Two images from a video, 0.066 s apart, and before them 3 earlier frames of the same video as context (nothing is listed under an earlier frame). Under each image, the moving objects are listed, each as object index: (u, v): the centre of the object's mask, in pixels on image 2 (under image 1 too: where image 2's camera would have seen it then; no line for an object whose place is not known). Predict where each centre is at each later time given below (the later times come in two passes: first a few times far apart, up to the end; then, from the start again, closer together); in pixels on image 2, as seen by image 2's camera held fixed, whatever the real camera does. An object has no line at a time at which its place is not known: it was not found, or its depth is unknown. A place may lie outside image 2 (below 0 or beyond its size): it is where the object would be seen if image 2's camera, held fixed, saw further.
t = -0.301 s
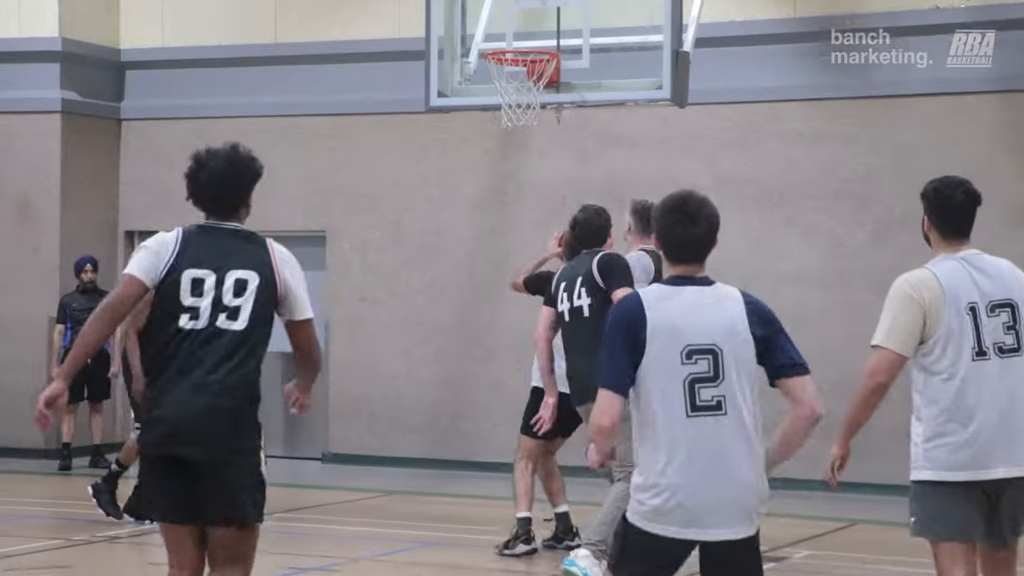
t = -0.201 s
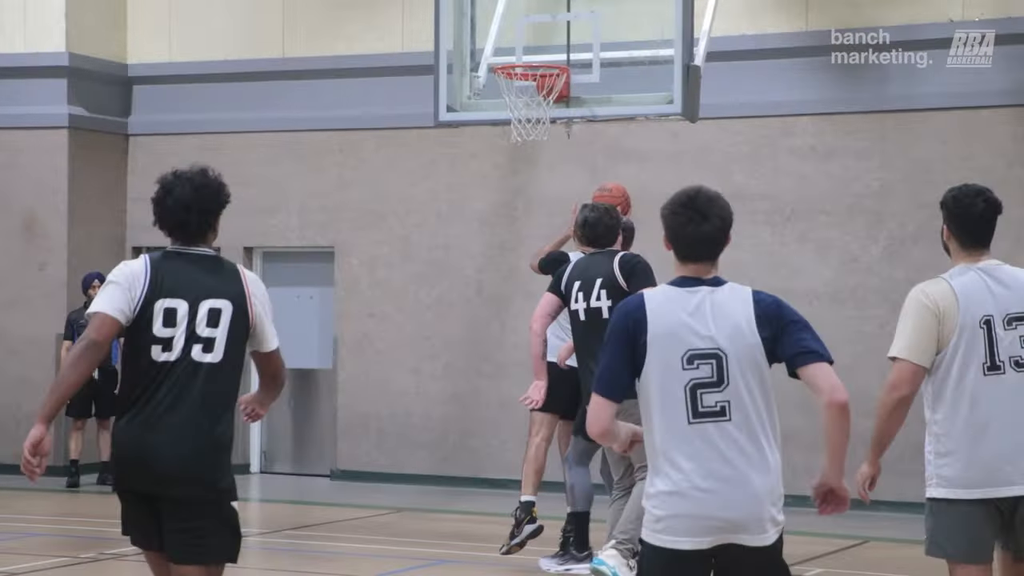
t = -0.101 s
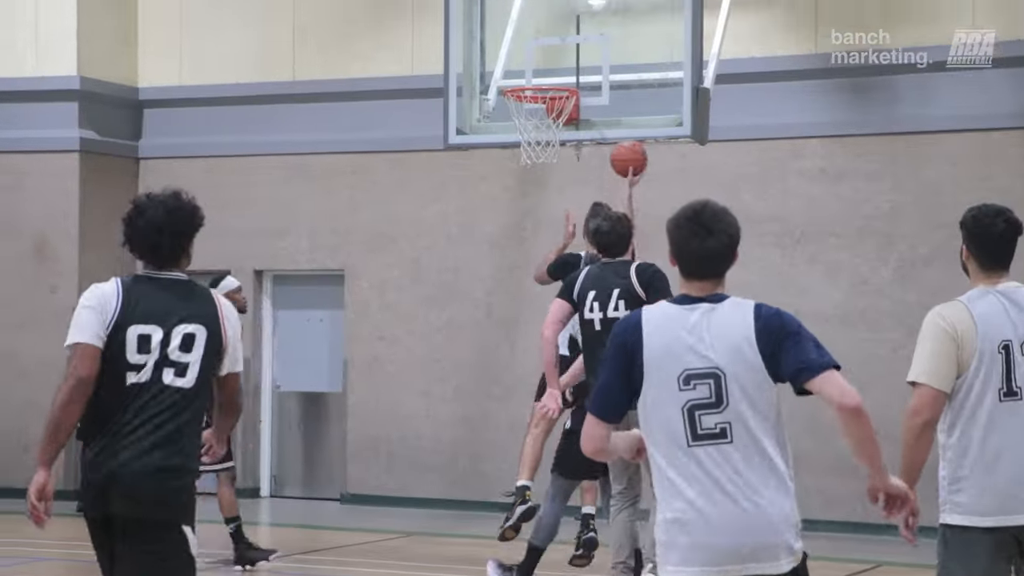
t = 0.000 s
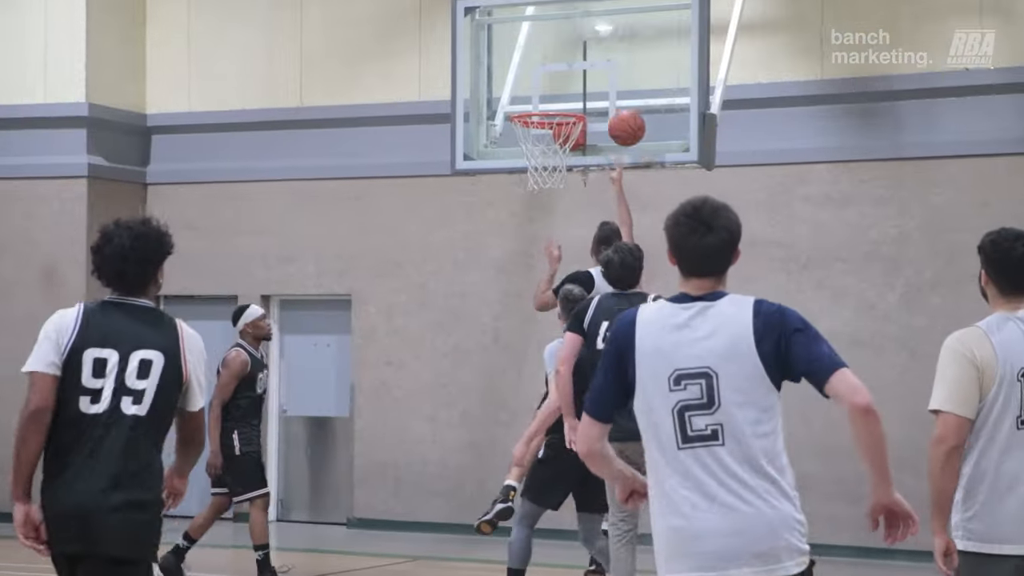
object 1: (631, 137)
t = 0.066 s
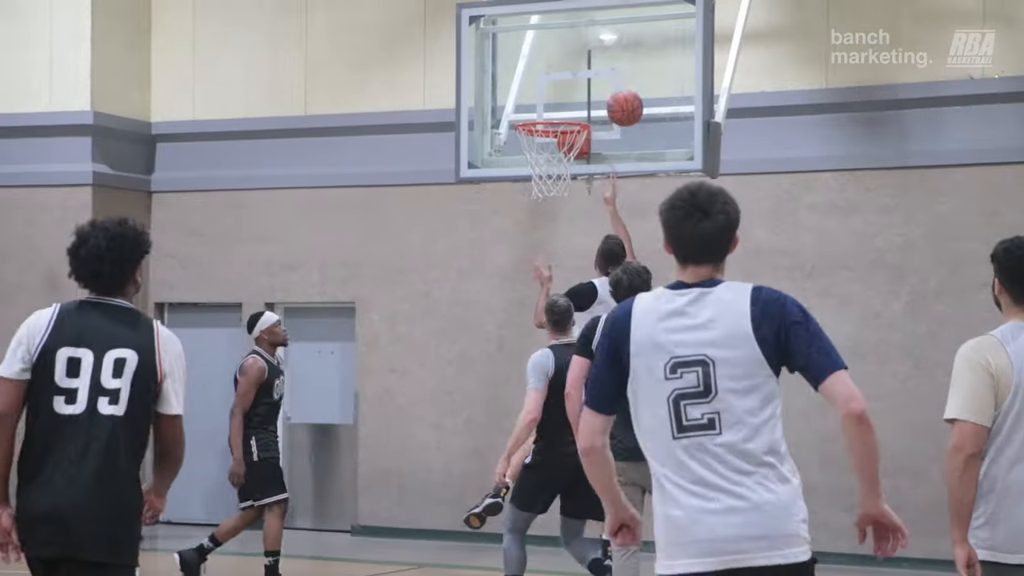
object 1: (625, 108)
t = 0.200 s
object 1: (601, 77)
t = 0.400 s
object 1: (561, 82)
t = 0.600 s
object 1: (544, 104)
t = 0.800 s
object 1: (551, 147)
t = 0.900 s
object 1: (549, 172)
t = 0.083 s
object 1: (623, 102)
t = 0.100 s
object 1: (620, 97)
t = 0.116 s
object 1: (617, 93)
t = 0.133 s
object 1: (614, 89)
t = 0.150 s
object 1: (610, 85)
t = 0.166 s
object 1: (608, 82)
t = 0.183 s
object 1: (604, 79)
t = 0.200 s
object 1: (601, 77)
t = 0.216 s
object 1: (597, 75)
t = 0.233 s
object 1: (594, 74)
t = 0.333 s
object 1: (574, 74)
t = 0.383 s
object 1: (564, 79)
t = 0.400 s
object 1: (561, 82)
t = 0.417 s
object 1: (557, 85)
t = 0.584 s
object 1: (543, 104)
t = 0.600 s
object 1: (544, 104)
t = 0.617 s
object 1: (545, 105)
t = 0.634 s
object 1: (545, 106)
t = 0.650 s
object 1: (546, 107)
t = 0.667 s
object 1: (546, 109)
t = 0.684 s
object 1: (547, 110)
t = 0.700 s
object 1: (547, 112)
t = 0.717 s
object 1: (547, 114)
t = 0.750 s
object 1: (546, 117)
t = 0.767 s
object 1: (553, 141)
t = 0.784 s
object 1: (551, 143)
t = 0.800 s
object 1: (551, 147)
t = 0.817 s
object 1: (549, 152)
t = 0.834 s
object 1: (550, 158)
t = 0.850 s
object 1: (549, 162)
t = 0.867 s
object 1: (550, 167)
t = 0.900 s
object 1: (549, 172)
